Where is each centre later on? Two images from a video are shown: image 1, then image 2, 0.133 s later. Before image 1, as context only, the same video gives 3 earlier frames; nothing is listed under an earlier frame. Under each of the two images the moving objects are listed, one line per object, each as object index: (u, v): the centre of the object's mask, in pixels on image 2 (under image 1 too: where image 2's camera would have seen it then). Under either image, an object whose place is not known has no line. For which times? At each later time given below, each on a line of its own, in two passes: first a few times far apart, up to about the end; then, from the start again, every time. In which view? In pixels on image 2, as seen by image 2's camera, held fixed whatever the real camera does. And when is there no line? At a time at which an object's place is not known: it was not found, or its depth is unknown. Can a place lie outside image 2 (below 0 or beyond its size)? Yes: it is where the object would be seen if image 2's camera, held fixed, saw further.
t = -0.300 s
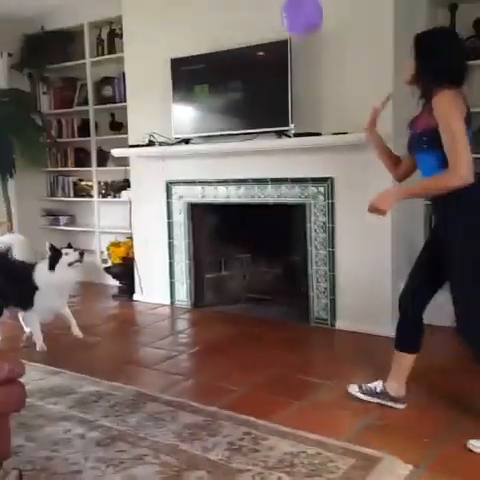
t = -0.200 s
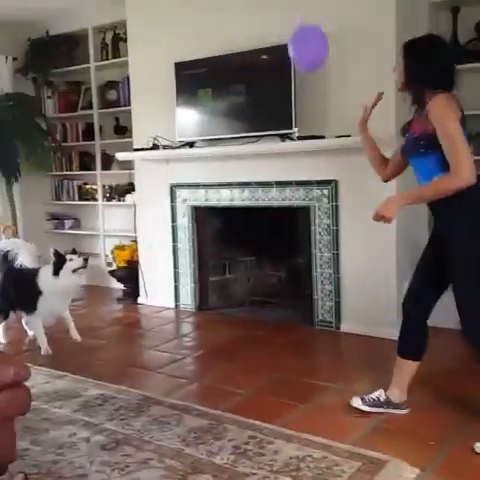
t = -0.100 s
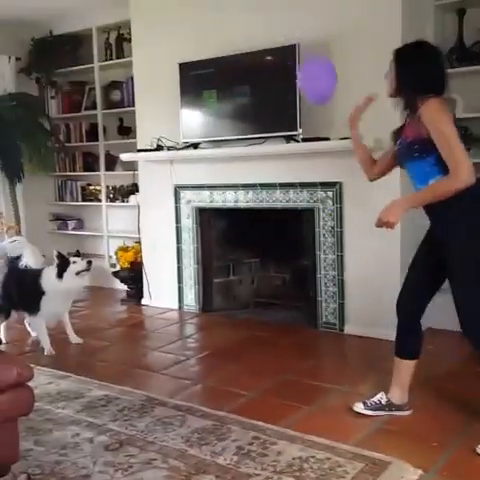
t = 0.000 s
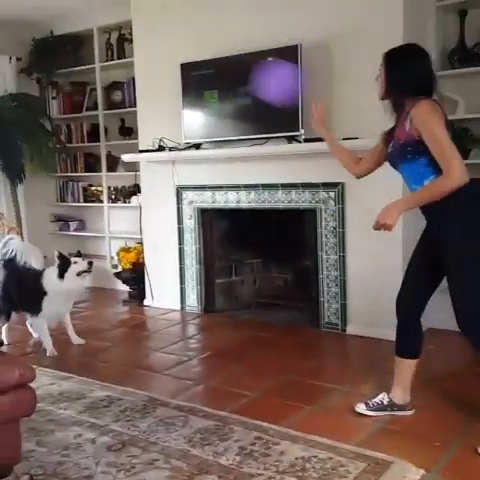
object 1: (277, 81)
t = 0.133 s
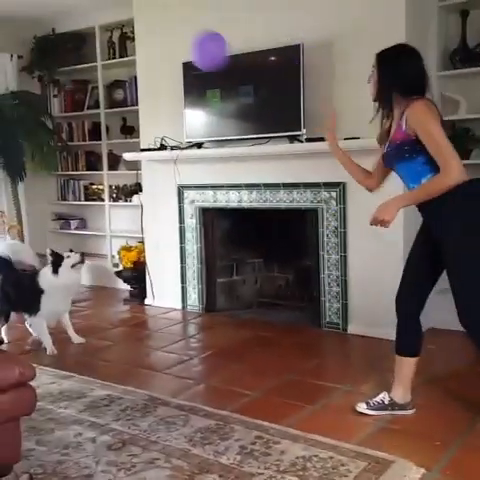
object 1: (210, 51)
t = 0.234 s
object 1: (184, 35)
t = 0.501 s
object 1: (150, 32)
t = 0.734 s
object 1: (138, 53)
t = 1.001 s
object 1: (135, 90)
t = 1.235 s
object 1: (138, 137)
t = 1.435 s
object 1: (141, 182)
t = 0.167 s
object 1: (199, 44)
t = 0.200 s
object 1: (191, 39)
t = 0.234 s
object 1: (184, 35)
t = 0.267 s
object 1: (178, 33)
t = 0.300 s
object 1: (173, 31)
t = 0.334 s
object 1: (168, 30)
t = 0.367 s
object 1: (164, 29)
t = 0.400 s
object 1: (160, 30)
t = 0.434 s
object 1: (157, 30)
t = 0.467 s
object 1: (153, 31)
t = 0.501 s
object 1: (150, 32)
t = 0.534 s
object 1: (148, 35)
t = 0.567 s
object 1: (146, 37)
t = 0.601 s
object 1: (144, 40)
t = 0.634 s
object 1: (142, 43)
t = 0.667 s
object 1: (141, 46)
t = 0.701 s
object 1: (139, 49)
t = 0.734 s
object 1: (138, 53)
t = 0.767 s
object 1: (137, 56)
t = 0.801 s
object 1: (137, 60)
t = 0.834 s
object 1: (136, 65)
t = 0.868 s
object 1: (135, 69)
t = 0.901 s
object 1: (135, 74)
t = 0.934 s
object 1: (135, 79)
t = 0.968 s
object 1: (135, 85)
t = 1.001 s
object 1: (135, 90)
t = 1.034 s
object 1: (135, 96)
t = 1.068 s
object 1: (135, 103)
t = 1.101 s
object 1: (136, 109)
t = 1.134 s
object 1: (136, 116)
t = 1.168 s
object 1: (137, 123)
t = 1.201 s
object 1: (137, 130)
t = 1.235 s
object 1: (138, 137)
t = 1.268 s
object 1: (139, 144)
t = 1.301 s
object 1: (138, 152)
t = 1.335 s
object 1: (139, 160)
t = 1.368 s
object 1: (140, 168)
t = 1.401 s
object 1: (140, 175)
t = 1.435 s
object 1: (141, 182)
